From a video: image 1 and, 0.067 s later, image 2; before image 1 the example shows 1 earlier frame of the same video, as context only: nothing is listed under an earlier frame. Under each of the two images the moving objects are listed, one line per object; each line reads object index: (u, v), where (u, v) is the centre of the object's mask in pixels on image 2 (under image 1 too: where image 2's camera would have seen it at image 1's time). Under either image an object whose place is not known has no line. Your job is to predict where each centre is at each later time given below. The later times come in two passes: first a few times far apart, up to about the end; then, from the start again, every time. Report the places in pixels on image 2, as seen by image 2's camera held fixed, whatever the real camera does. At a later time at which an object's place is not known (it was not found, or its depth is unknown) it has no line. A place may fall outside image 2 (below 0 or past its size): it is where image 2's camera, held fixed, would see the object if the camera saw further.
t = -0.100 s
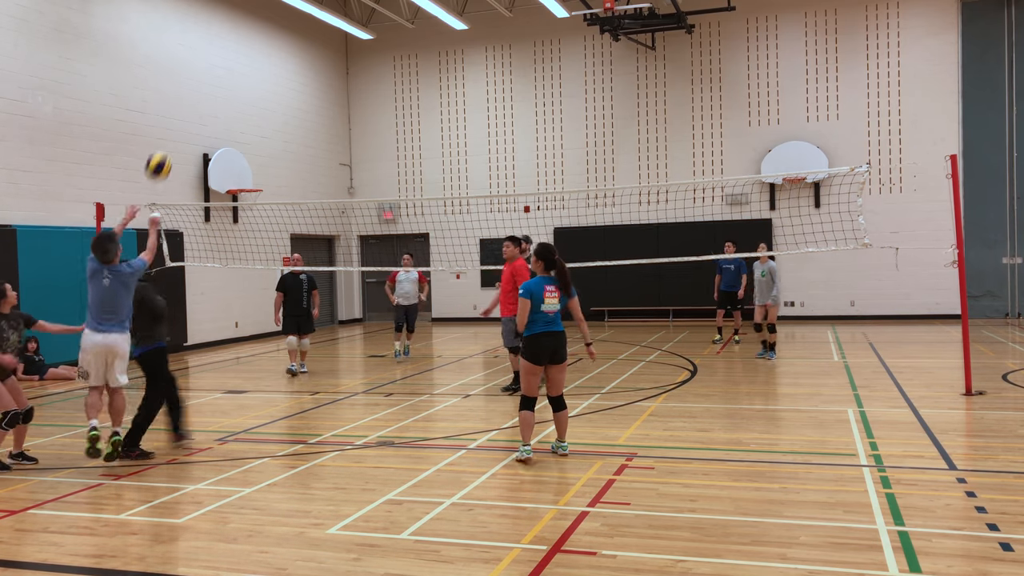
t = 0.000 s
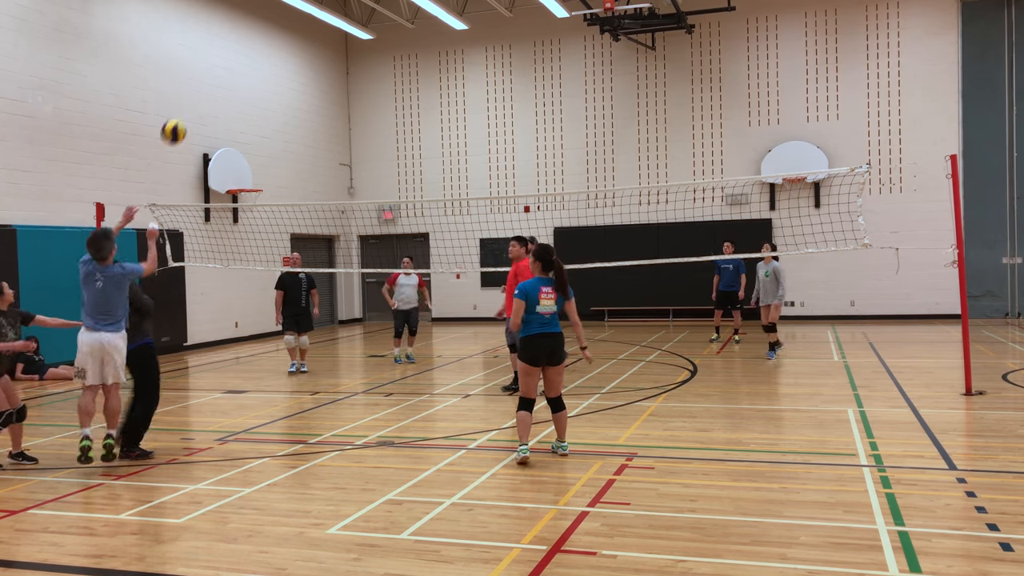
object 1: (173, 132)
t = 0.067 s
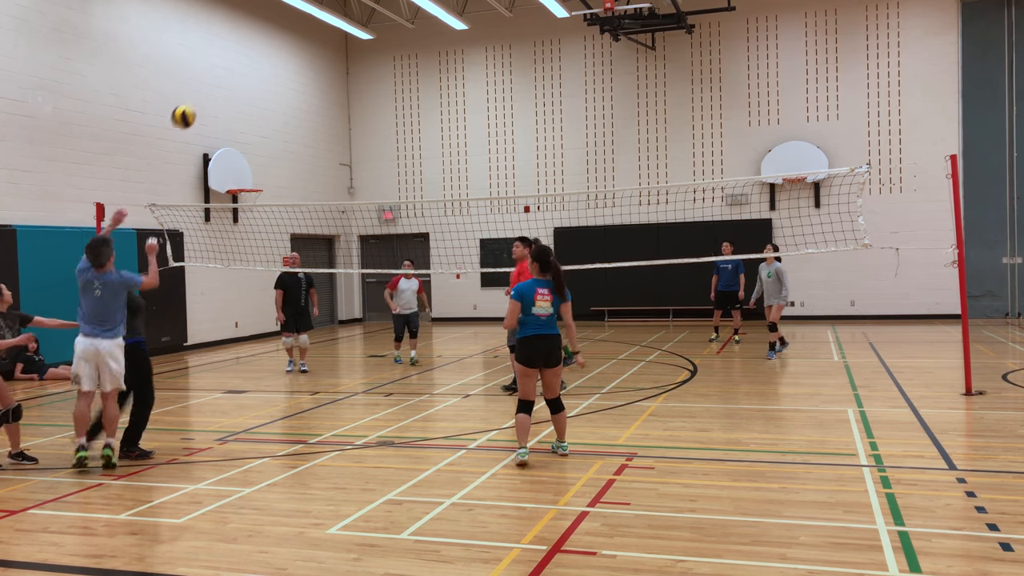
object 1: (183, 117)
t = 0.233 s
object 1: (206, 103)
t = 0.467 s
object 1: (234, 127)
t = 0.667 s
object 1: (255, 179)
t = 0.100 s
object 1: (188, 111)
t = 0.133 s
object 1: (193, 107)
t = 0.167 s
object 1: (197, 105)
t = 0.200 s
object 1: (202, 103)
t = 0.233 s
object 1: (206, 103)
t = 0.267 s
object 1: (211, 103)
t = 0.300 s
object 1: (215, 104)
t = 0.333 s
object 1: (219, 107)
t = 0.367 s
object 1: (223, 111)
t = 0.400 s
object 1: (227, 115)
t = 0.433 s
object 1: (230, 120)
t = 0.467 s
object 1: (234, 127)
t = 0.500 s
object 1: (238, 134)
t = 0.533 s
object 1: (241, 142)
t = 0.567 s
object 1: (245, 151)
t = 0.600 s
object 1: (248, 160)
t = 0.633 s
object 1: (252, 170)
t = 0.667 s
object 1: (255, 179)
